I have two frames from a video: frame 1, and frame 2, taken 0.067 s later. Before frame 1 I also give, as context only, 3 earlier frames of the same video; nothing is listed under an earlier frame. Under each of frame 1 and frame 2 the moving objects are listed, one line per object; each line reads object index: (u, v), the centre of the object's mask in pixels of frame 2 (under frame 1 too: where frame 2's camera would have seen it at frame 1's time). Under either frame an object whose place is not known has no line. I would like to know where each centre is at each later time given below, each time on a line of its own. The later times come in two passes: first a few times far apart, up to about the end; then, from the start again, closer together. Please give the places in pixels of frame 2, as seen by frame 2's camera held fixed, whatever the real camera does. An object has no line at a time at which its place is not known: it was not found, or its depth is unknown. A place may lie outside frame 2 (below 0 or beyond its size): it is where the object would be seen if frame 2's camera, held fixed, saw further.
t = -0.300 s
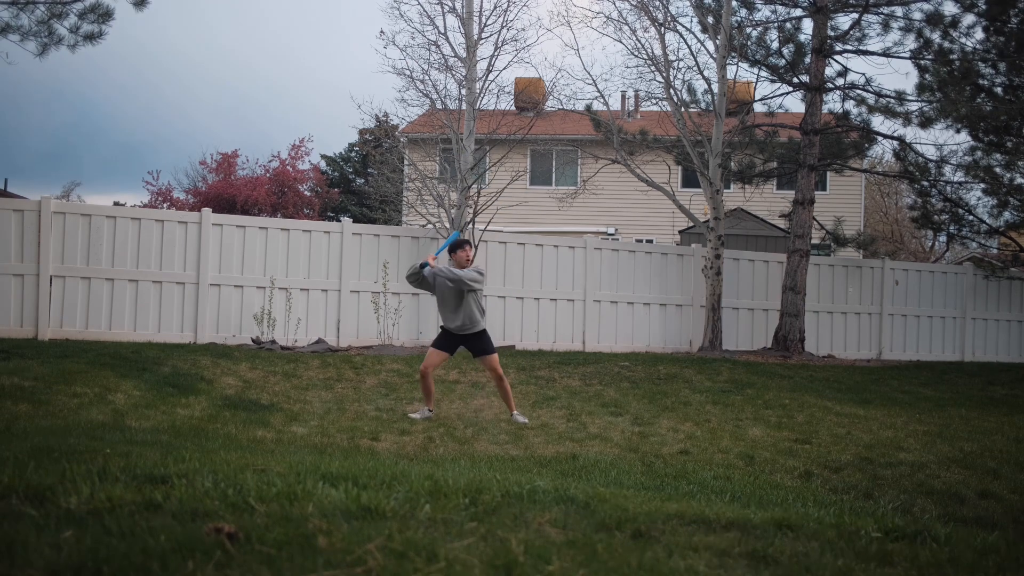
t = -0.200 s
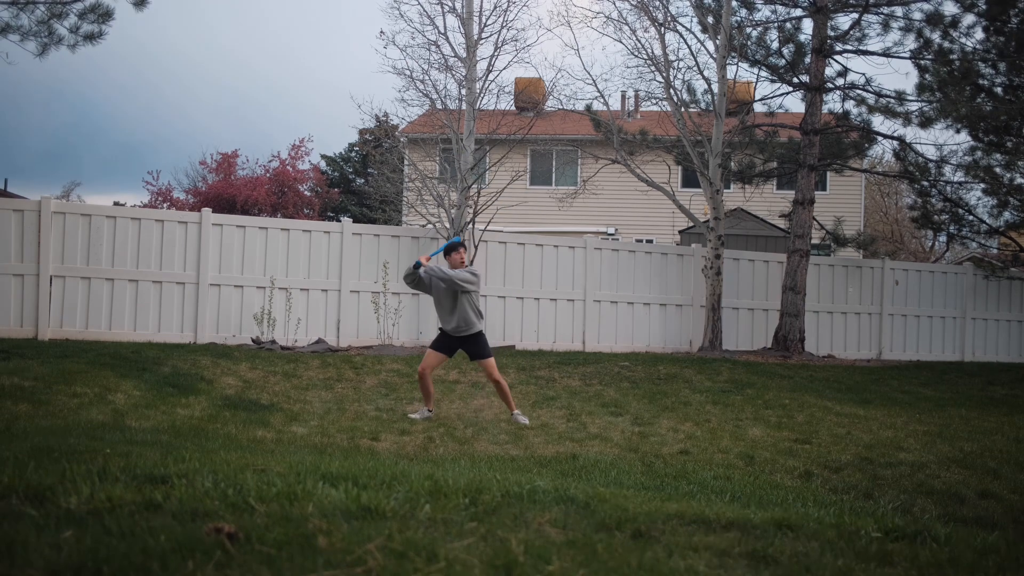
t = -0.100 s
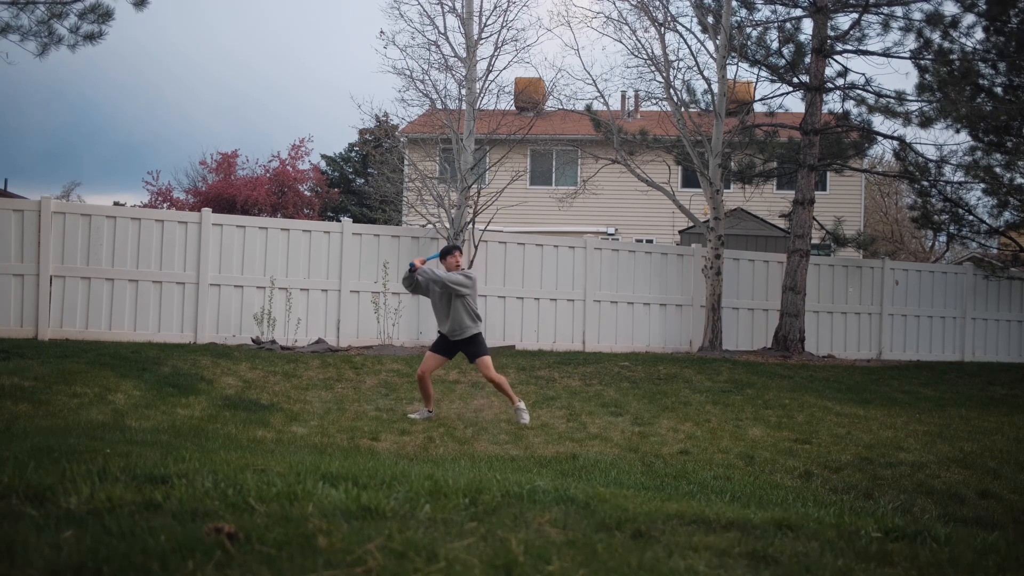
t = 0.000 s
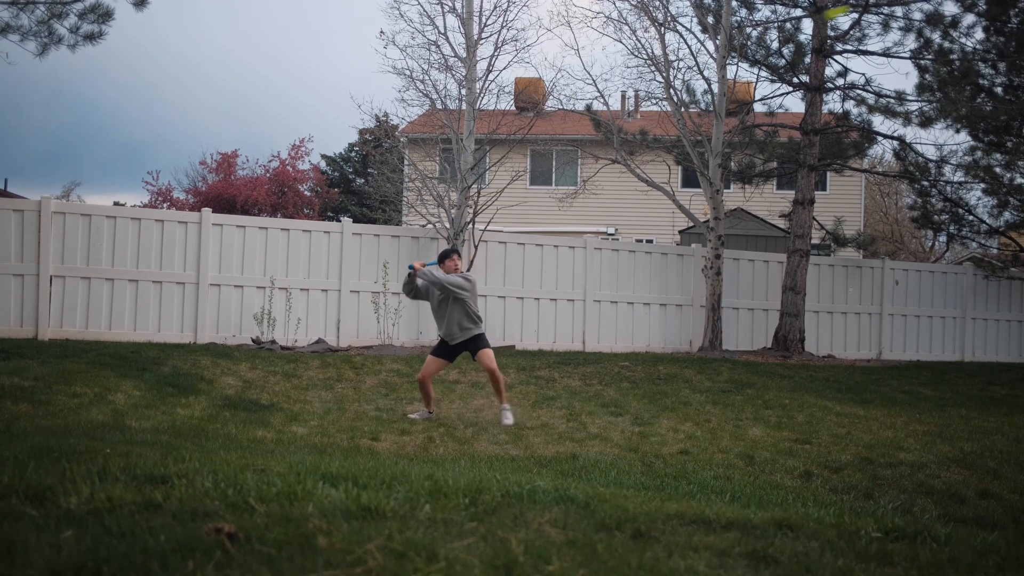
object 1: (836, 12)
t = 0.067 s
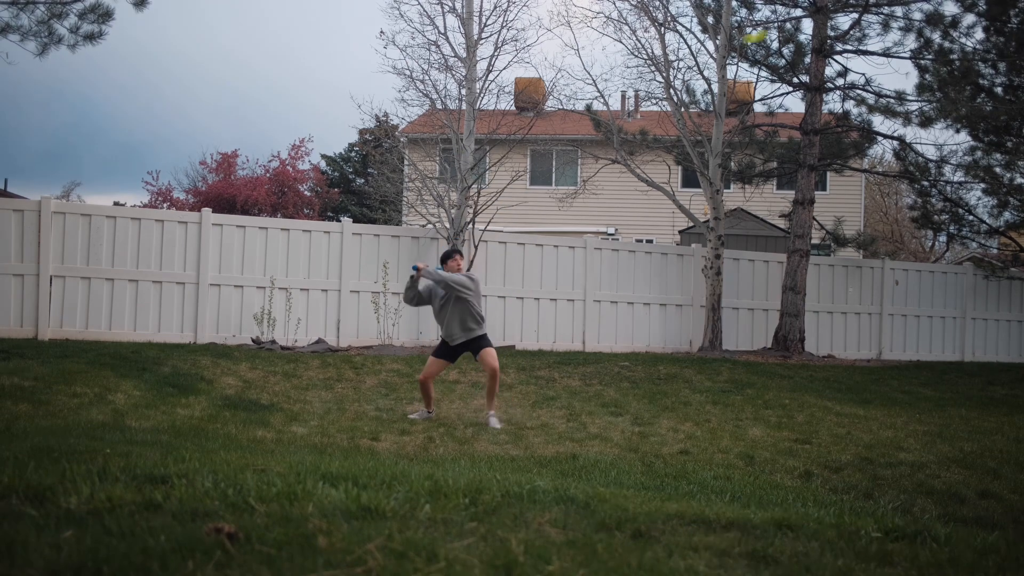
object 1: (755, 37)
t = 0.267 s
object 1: (524, 140)
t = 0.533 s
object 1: (245, 341)
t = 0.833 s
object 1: (115, 349)
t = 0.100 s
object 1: (719, 51)
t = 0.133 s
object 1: (674, 67)
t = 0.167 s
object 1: (637, 83)
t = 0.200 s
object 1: (599, 100)
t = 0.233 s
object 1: (561, 120)
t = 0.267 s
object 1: (524, 140)
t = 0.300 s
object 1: (487, 162)
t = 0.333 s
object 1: (454, 183)
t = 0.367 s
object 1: (417, 207)
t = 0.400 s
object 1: (383, 230)
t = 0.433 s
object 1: (347, 256)
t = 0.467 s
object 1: (314, 282)
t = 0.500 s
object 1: (281, 311)
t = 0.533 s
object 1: (245, 341)
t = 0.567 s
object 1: (214, 368)
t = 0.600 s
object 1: (183, 398)
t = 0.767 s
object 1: (129, 365)
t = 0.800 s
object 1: (121, 356)
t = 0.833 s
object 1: (115, 349)
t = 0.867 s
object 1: (107, 344)
